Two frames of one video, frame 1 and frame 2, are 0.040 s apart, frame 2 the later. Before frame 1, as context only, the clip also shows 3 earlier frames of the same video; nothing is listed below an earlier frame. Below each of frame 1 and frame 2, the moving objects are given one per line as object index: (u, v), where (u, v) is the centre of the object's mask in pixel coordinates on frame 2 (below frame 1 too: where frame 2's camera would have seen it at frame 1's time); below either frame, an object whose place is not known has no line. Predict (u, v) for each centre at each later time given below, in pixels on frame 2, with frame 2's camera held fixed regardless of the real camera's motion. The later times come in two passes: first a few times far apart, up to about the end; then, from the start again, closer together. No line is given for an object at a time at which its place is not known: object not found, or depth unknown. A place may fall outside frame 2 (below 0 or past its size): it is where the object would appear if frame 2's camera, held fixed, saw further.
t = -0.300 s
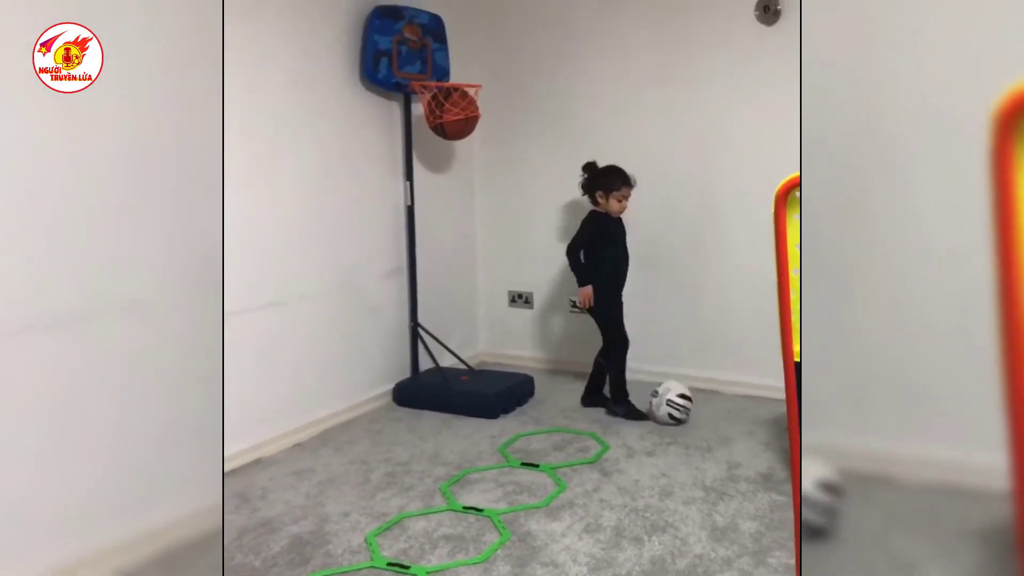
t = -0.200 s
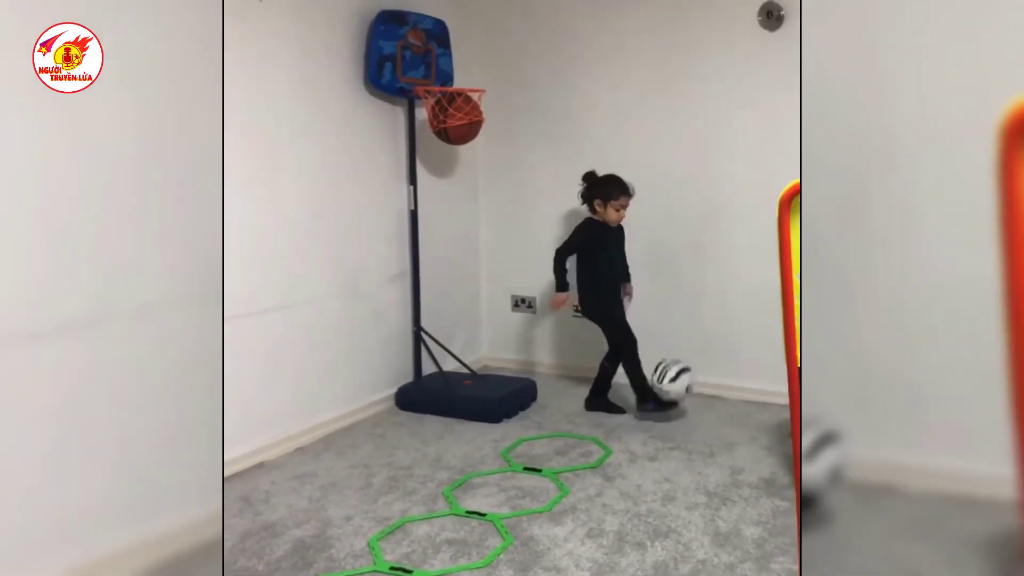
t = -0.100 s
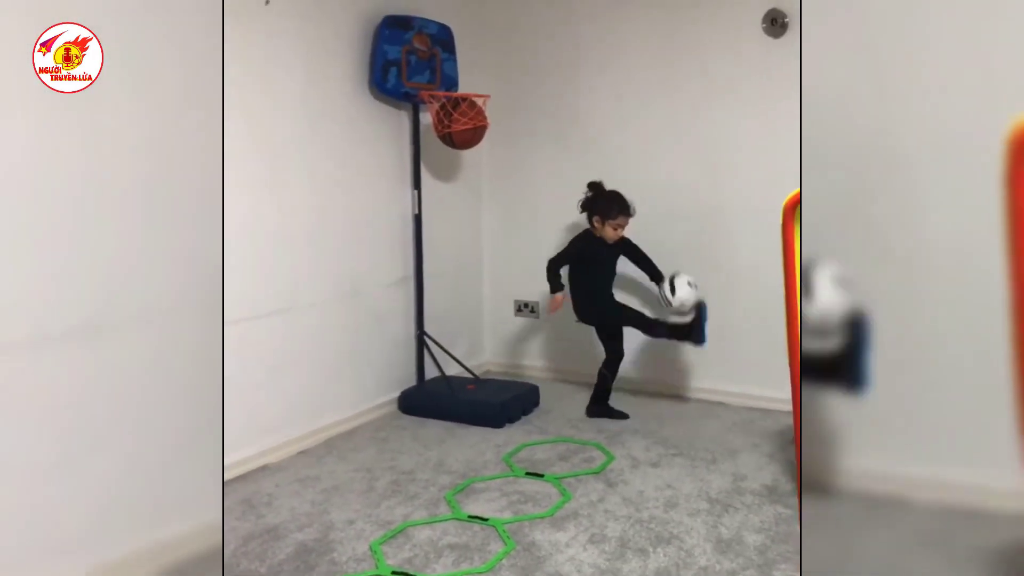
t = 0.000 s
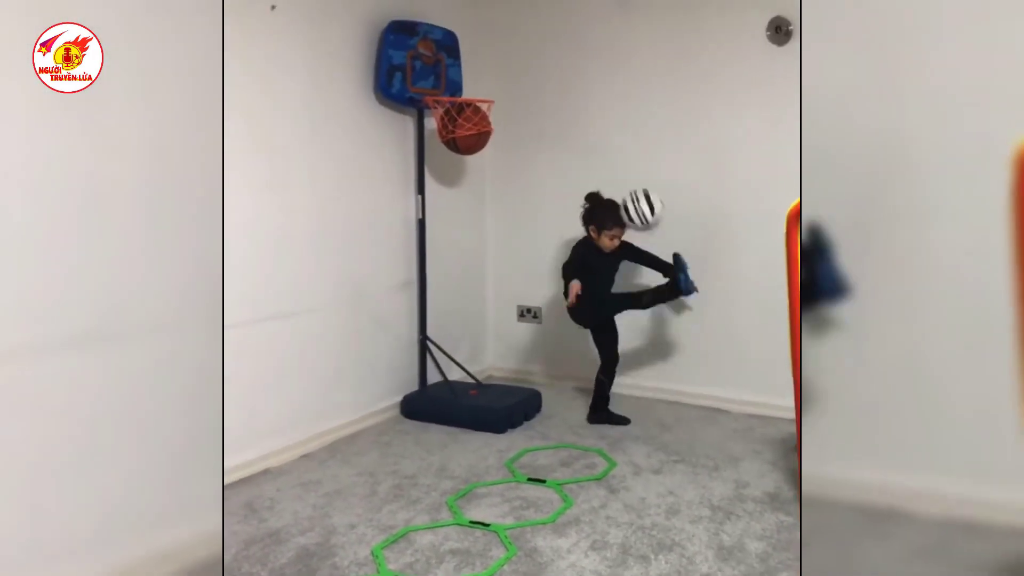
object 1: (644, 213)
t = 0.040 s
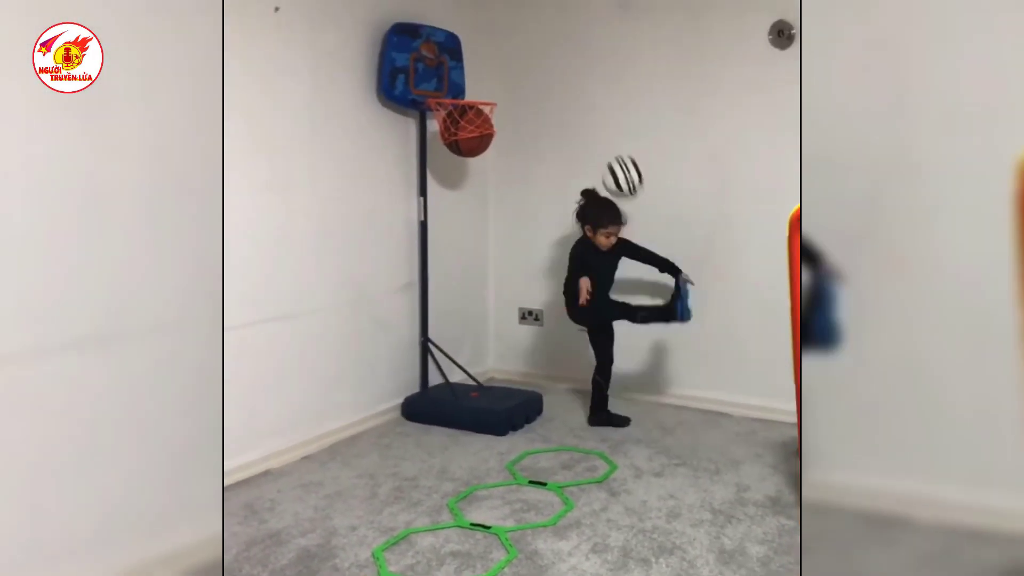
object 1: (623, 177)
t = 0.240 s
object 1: (544, 90)
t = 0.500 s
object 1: (461, 81)
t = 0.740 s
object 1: (454, 86)
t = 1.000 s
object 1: (462, 86)
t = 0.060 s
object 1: (618, 168)
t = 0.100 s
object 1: (604, 146)
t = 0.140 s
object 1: (583, 122)
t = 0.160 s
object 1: (576, 115)
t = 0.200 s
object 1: (563, 103)
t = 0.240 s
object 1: (544, 90)
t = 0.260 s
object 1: (538, 86)
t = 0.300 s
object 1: (525, 81)
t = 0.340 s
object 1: (505, 80)
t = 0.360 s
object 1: (500, 81)
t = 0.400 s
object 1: (488, 82)
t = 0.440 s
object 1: (473, 82)
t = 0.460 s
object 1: (469, 82)
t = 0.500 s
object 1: (461, 81)
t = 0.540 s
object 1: (449, 83)
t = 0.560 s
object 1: (446, 84)
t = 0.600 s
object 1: (446, 82)
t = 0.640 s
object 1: (446, 81)
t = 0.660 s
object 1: (446, 81)
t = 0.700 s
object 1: (449, 83)
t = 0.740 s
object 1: (454, 86)
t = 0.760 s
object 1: (455, 86)
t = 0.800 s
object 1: (458, 86)
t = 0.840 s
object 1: (459, 86)
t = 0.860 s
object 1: (460, 86)
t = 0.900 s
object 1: (460, 86)
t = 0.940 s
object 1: (461, 86)
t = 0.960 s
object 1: (461, 86)
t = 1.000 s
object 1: (462, 86)
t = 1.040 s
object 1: (463, 86)
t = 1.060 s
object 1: (463, 86)
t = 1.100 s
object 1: (464, 86)
